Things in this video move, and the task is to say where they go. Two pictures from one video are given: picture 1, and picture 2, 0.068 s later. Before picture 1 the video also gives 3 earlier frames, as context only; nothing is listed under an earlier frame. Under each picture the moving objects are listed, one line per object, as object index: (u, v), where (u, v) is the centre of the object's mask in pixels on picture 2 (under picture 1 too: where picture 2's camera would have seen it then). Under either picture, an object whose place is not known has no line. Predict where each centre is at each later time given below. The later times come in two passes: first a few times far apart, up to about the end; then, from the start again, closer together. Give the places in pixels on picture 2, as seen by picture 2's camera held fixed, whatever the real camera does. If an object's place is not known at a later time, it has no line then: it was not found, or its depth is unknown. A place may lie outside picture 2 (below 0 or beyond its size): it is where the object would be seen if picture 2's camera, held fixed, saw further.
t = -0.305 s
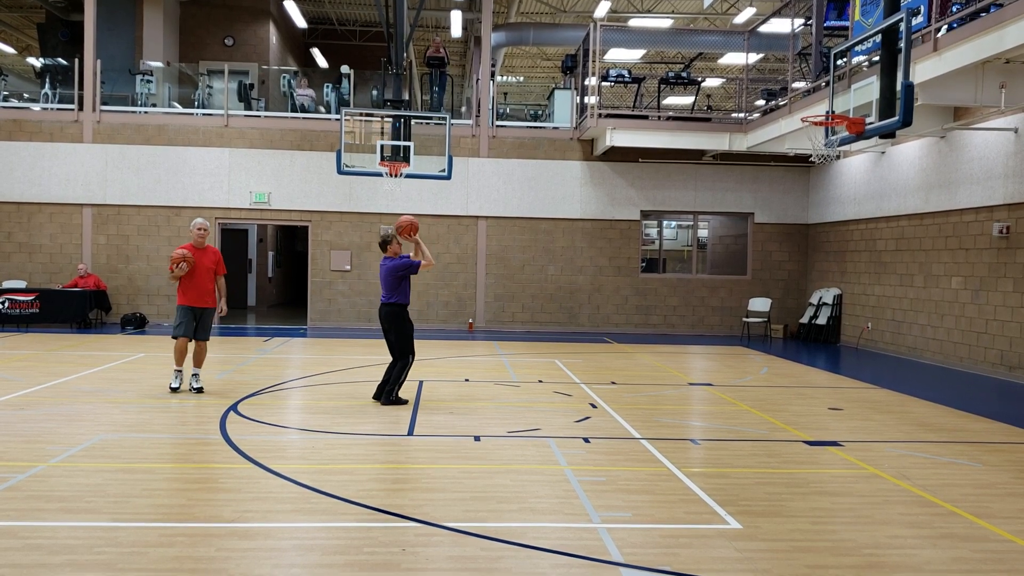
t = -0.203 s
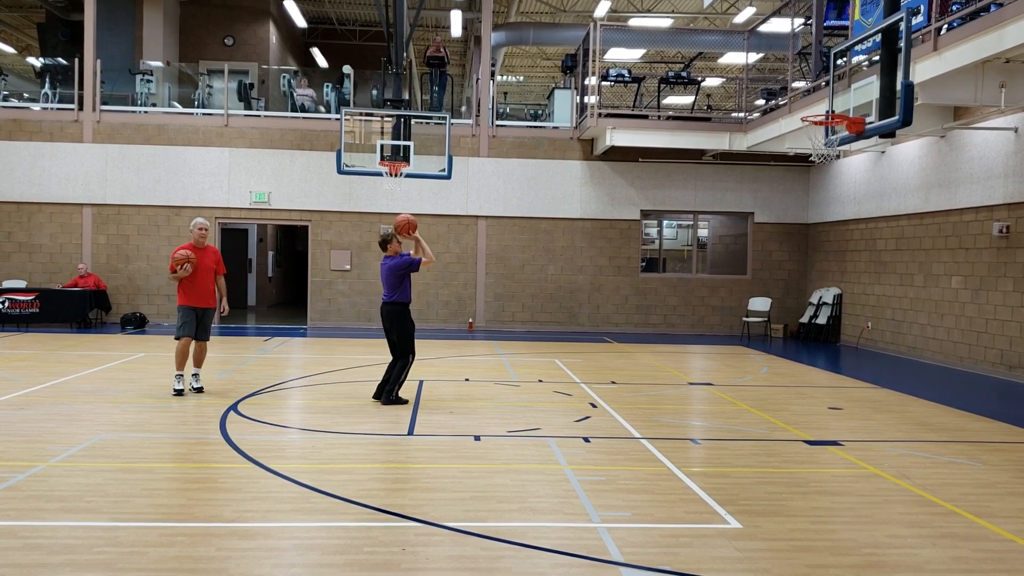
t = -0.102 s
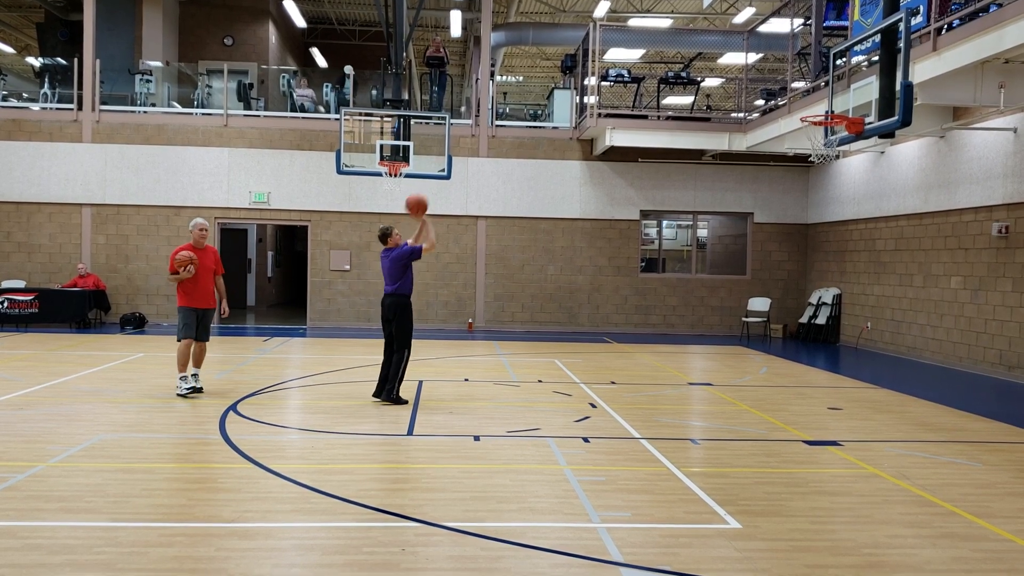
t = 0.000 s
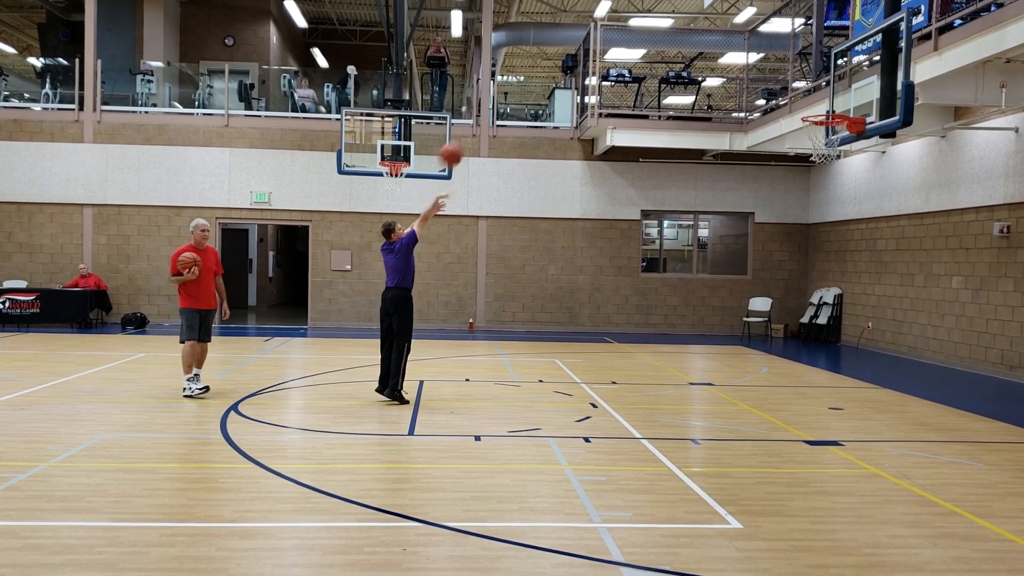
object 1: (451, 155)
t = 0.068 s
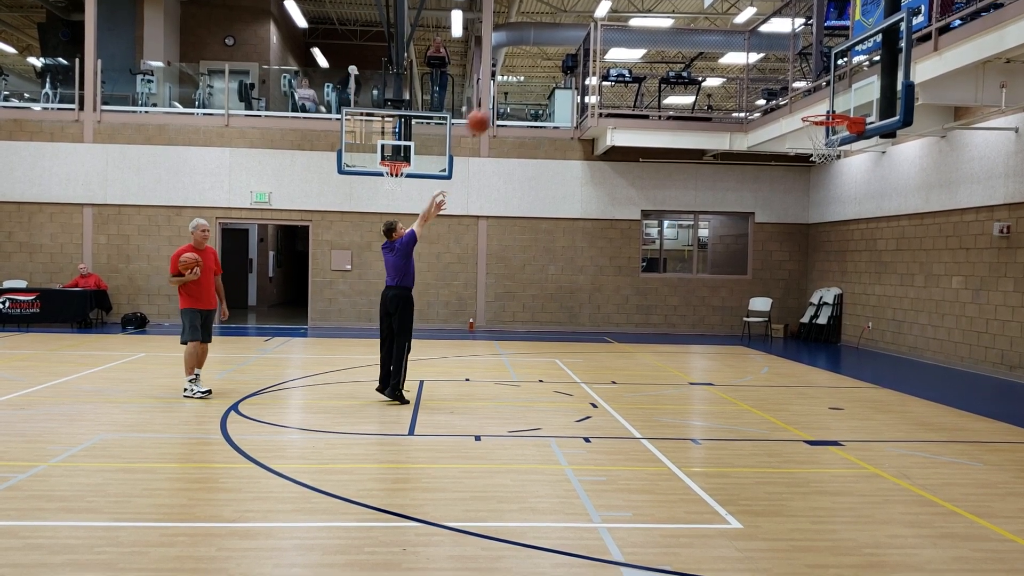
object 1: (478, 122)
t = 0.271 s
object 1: (559, 48)
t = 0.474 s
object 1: (637, 15)
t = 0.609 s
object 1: (688, 16)
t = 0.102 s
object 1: (492, 106)
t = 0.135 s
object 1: (505, 93)
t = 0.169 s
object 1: (519, 80)
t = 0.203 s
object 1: (532, 68)
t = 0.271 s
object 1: (559, 48)
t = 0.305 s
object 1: (572, 40)
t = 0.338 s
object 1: (585, 32)
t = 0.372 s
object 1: (598, 28)
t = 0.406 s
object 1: (612, 23)
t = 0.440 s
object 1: (624, 19)
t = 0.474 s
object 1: (637, 15)
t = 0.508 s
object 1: (650, 13)
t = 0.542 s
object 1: (663, 12)
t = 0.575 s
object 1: (675, 14)
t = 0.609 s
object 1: (688, 16)
